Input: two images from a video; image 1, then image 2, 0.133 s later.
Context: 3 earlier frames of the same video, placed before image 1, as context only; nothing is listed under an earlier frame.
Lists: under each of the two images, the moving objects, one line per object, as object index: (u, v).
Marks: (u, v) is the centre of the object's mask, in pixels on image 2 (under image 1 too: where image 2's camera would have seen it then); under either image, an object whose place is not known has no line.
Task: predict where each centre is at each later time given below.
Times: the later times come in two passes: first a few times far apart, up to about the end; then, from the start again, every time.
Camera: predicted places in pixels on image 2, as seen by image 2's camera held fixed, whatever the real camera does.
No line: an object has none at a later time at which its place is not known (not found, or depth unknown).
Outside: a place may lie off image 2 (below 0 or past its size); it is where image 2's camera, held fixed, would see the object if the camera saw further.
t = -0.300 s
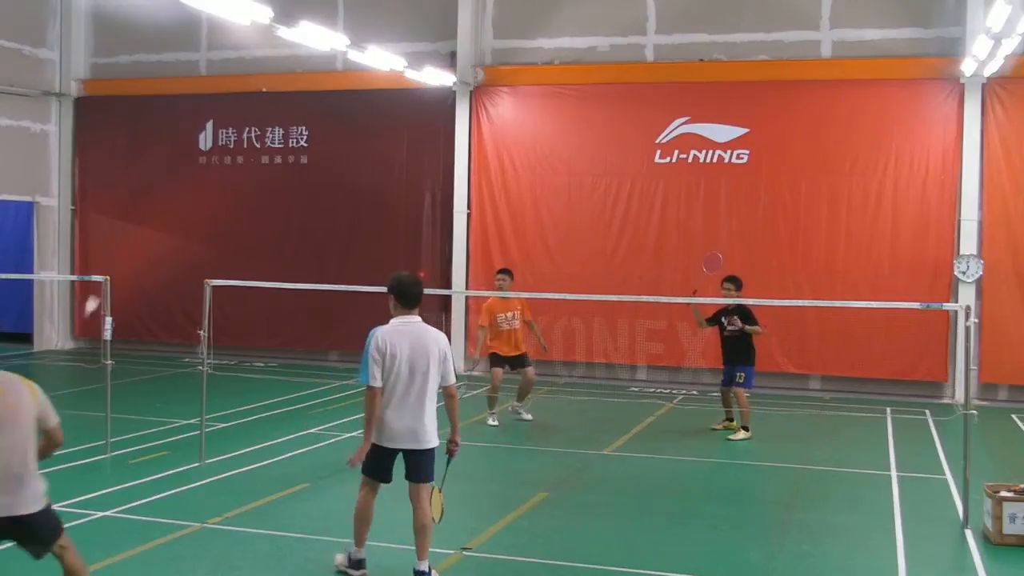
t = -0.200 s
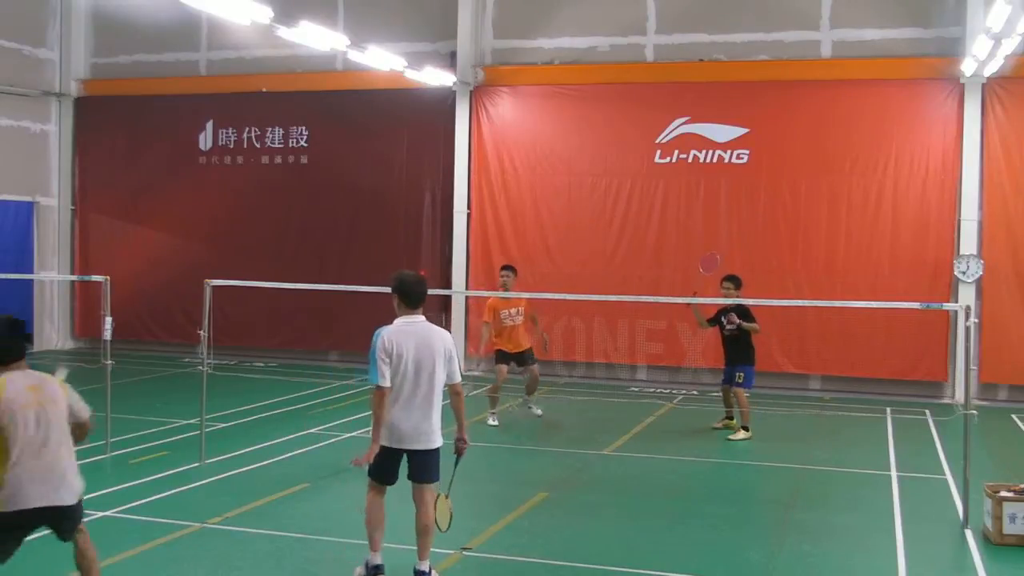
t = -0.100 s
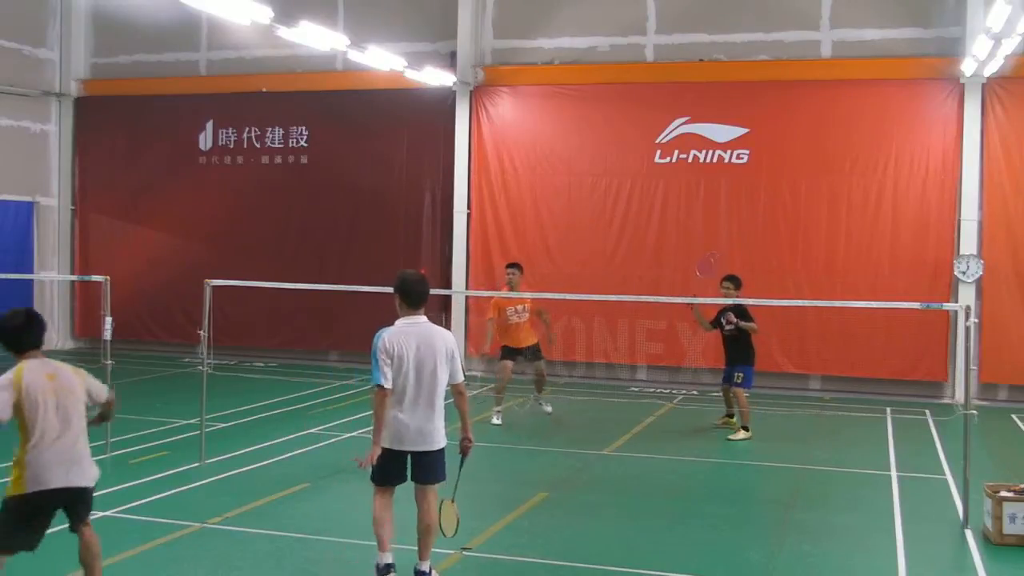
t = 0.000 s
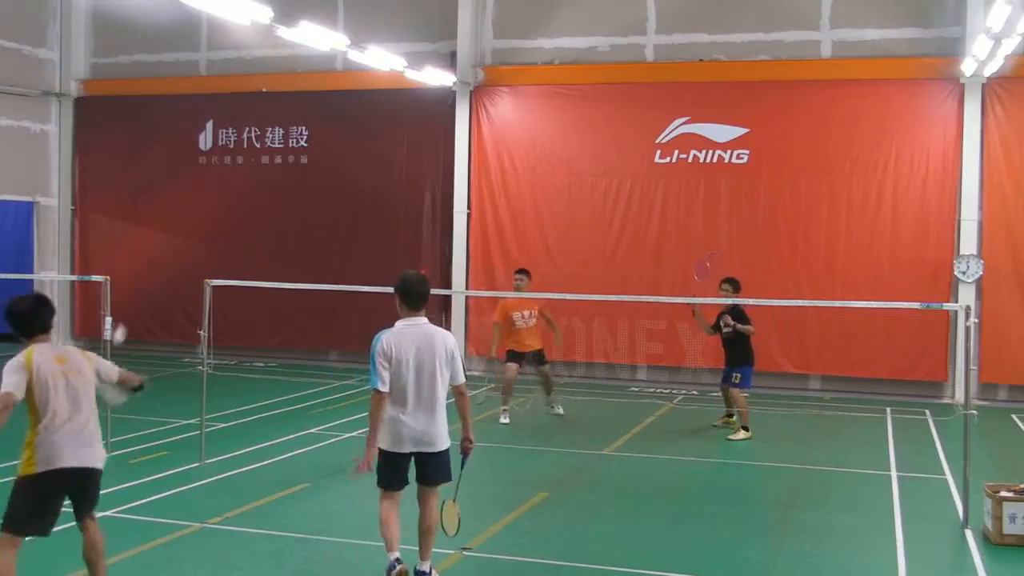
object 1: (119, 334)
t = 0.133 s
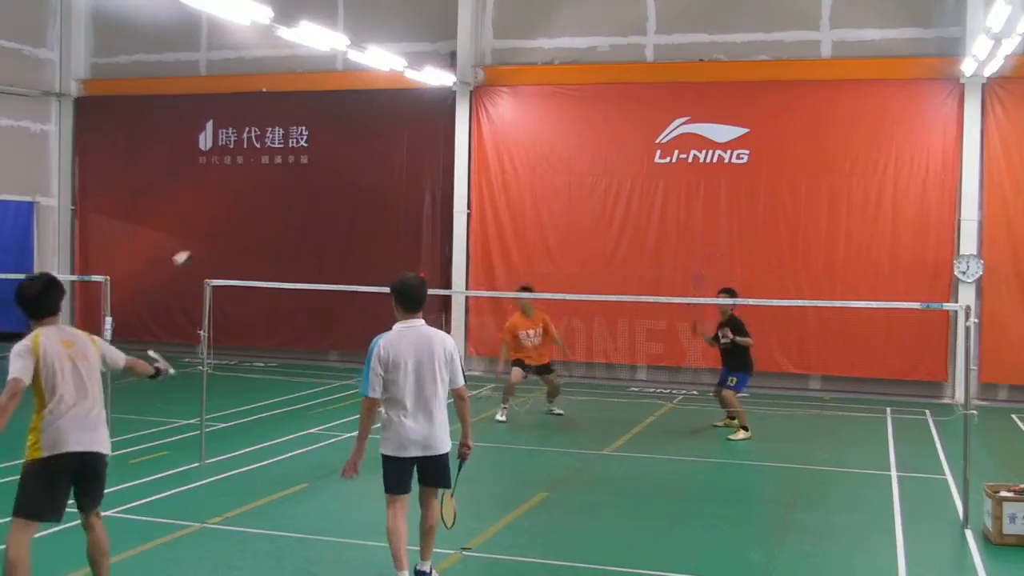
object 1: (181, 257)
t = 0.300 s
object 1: (241, 224)
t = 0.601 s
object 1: (312, 256)
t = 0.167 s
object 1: (195, 246)
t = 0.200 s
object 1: (209, 237)
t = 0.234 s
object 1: (220, 231)
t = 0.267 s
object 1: (231, 227)
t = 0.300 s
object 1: (241, 224)
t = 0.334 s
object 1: (251, 223)
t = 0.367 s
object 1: (259, 223)
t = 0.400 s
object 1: (268, 224)
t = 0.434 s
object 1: (276, 227)
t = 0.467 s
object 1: (284, 230)
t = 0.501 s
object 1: (291, 235)
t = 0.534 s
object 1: (298, 241)
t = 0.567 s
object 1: (305, 248)
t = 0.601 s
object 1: (312, 256)
